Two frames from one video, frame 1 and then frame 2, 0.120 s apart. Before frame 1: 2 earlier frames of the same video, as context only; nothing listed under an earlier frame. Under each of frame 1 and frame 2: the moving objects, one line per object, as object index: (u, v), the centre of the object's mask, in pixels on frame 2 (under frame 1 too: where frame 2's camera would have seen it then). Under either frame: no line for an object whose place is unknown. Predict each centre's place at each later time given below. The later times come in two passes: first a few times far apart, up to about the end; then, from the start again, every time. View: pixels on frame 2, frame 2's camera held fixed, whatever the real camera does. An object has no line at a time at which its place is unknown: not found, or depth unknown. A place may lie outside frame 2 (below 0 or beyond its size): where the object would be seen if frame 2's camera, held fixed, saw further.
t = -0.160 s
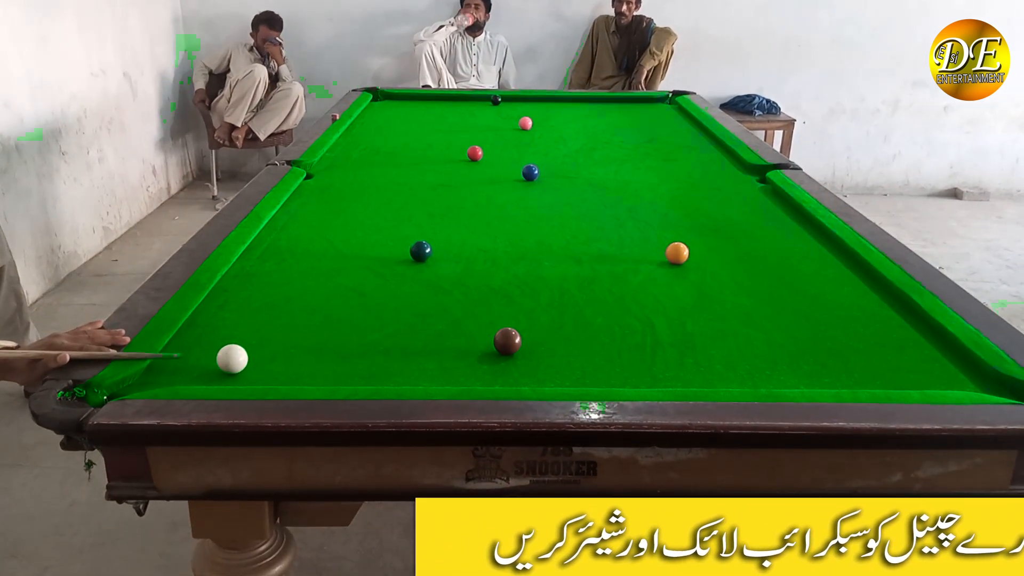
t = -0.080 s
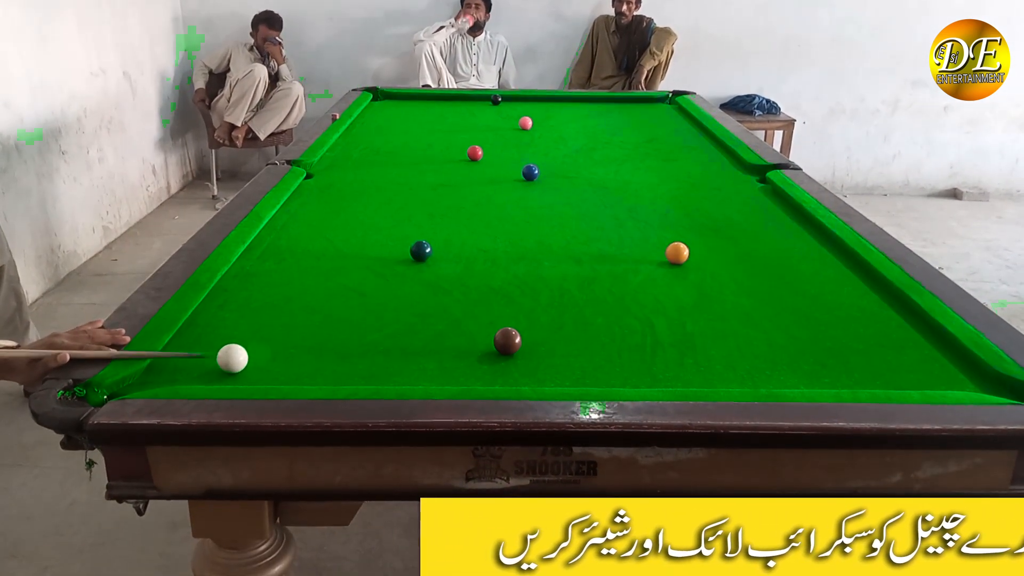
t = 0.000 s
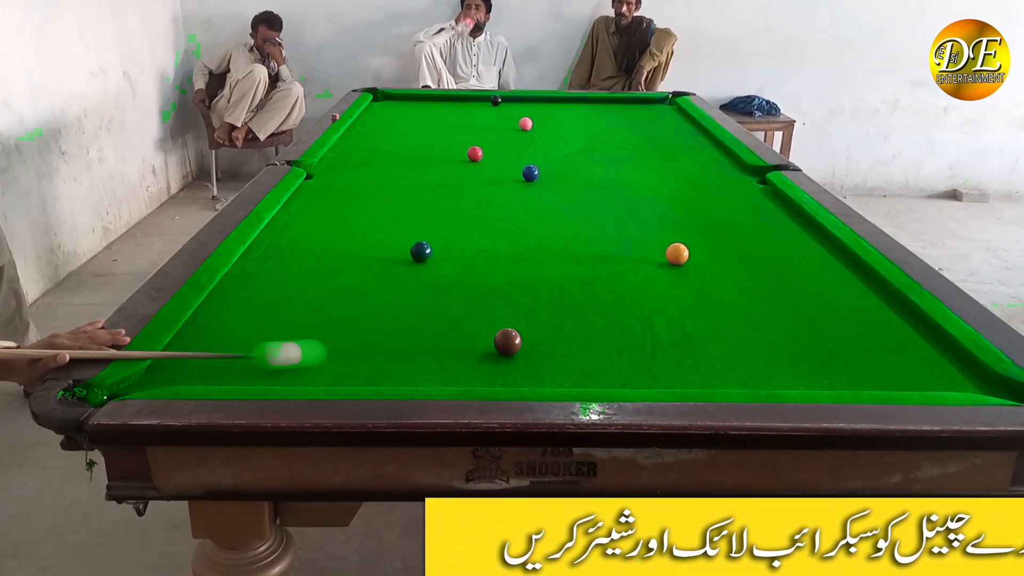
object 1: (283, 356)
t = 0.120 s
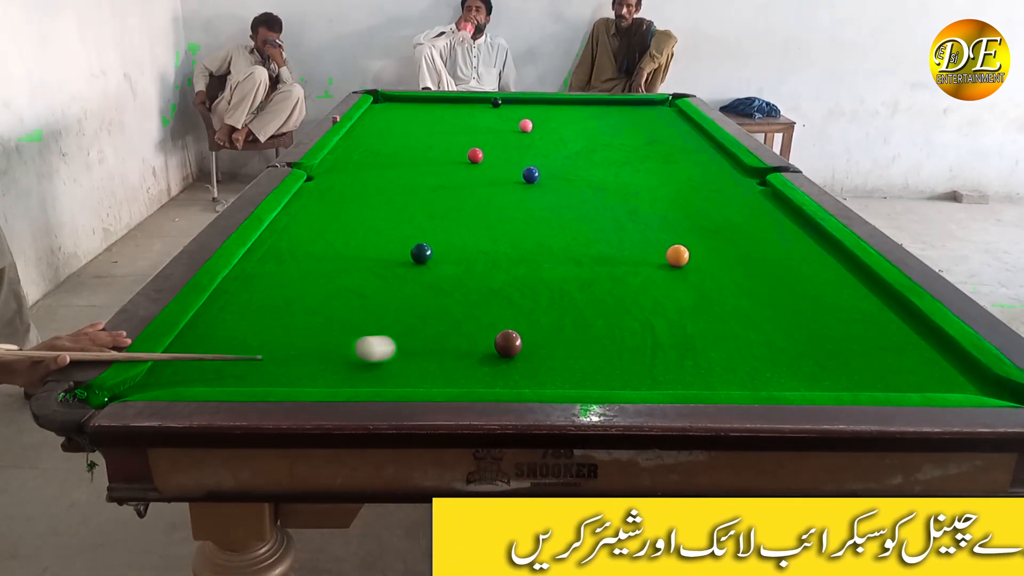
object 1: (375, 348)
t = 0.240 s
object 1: (450, 342)
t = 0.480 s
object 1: (508, 324)
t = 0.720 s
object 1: (543, 307)
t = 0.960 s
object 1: (572, 293)
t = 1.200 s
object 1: (597, 281)
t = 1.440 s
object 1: (617, 271)
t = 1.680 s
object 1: (635, 263)
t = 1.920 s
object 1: (650, 255)
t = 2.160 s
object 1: (655, 249)
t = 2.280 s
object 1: (655, 247)
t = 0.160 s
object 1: (398, 346)
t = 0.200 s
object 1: (421, 344)
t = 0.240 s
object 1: (450, 342)
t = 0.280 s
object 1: (479, 338)
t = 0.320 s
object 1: (484, 336)
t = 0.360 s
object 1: (488, 333)
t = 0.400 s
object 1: (494, 330)
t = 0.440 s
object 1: (500, 327)
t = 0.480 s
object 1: (508, 324)
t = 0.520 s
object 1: (515, 321)
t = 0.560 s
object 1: (520, 318)
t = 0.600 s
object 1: (525, 315)
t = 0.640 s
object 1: (531, 313)
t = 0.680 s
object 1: (536, 310)
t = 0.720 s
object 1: (543, 307)
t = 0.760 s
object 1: (548, 304)
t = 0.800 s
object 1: (553, 302)
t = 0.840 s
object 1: (558, 300)
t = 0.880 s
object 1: (562, 298)
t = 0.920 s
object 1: (567, 295)
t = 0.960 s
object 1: (572, 293)
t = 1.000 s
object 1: (577, 291)
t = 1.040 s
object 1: (581, 289)
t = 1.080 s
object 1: (585, 287)
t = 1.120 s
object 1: (589, 285)
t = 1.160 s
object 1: (593, 283)
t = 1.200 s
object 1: (597, 281)
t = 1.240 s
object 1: (600, 280)
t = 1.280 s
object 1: (604, 278)
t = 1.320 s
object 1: (607, 276)
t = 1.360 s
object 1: (611, 275)
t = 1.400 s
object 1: (614, 273)
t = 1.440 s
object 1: (617, 271)
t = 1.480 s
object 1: (620, 270)
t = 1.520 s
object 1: (623, 268)
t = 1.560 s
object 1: (627, 267)
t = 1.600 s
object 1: (630, 265)
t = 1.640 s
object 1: (632, 264)
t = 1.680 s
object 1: (635, 263)
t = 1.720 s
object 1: (637, 261)
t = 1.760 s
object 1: (640, 260)
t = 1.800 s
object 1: (643, 259)
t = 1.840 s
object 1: (646, 258)
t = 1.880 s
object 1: (648, 256)
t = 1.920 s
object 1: (650, 255)
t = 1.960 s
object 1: (653, 254)
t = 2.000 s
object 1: (654, 253)
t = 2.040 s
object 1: (654, 252)
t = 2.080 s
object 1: (654, 251)
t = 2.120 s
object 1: (655, 250)
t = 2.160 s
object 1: (655, 249)
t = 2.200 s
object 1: (655, 248)
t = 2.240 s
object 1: (655, 248)
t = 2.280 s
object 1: (655, 247)
